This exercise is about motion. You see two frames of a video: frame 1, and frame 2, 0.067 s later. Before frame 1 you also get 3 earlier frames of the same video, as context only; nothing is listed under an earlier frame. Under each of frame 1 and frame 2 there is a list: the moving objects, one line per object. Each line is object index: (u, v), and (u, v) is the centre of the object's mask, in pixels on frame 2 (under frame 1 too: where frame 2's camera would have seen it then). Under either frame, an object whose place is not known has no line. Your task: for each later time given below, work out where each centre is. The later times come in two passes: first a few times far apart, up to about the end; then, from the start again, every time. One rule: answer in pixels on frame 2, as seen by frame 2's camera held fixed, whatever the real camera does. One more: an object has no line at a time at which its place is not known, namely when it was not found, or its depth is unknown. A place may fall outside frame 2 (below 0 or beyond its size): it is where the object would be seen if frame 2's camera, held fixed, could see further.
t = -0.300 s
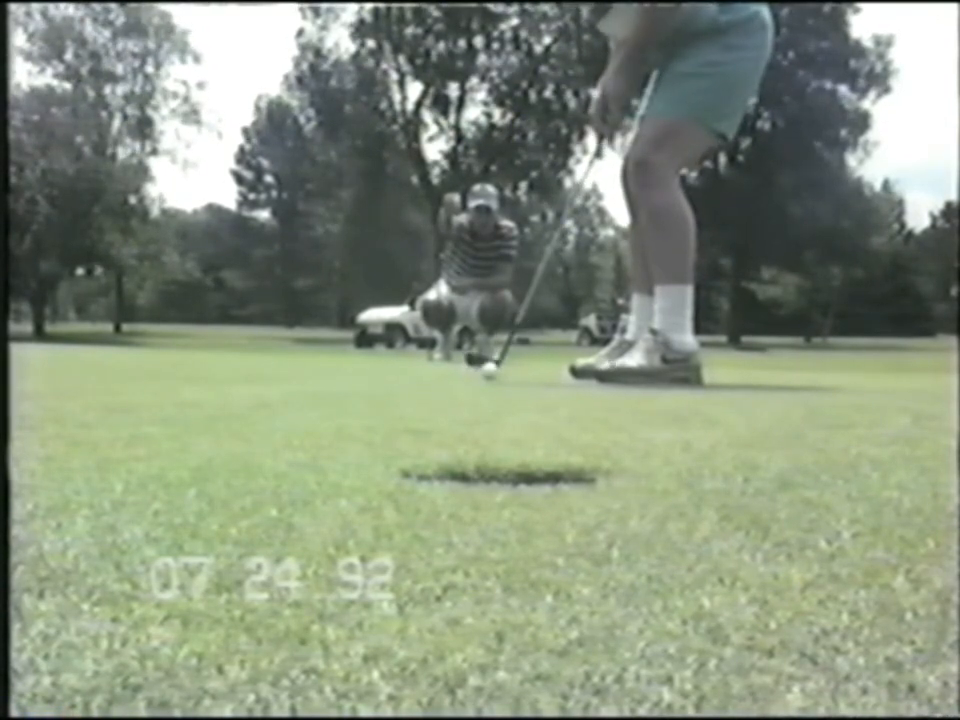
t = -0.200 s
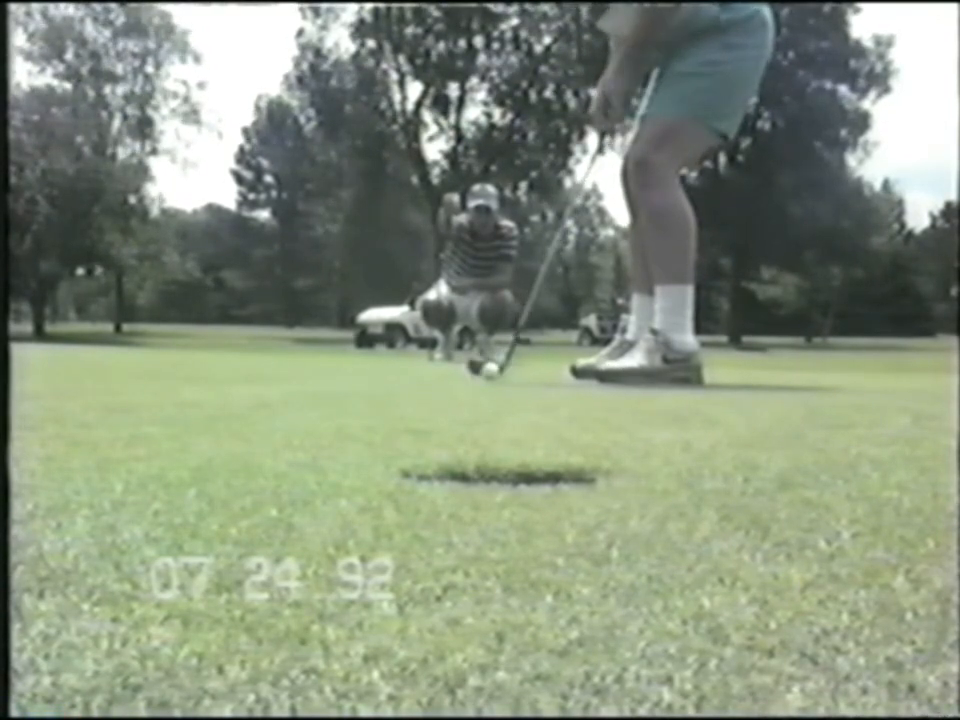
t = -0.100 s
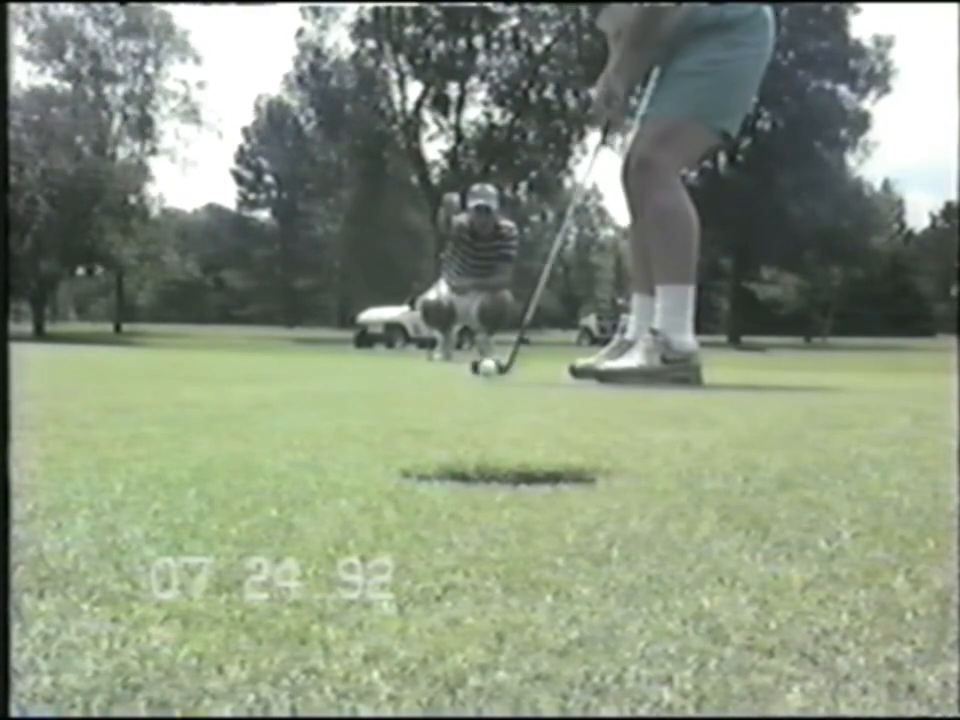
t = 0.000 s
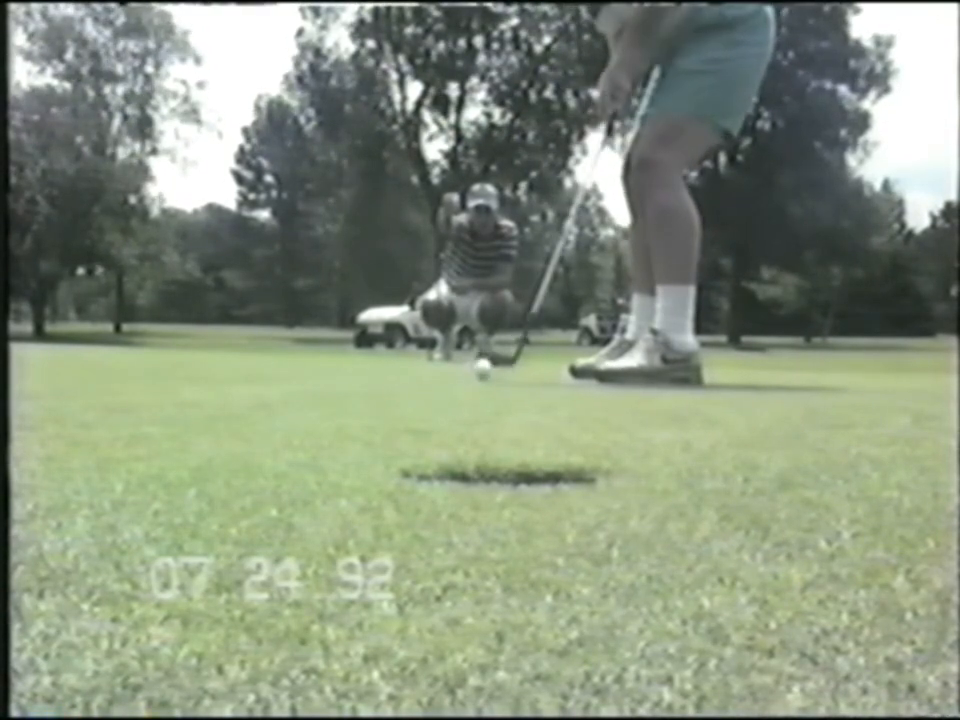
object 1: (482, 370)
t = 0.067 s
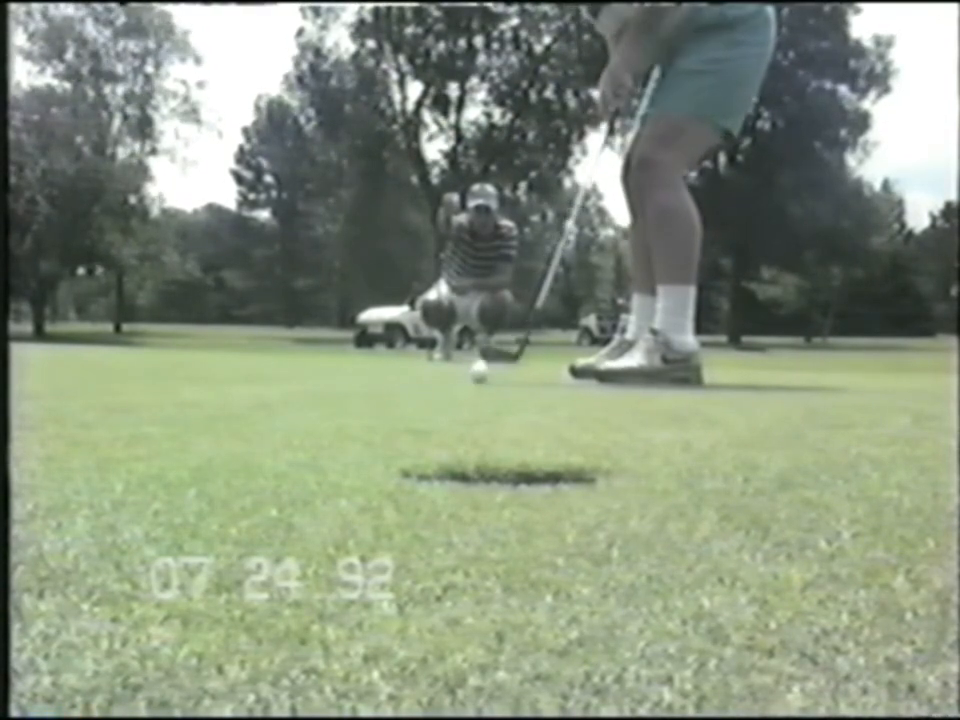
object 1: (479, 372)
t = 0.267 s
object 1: (466, 375)
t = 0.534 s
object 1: (441, 377)
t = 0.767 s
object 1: (402, 381)
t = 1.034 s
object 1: (343, 387)
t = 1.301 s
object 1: (246, 393)
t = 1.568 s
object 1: (96, 412)
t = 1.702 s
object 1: (29, 419)
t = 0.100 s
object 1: (477, 372)
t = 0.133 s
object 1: (475, 372)
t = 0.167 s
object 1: (472, 374)
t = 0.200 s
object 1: (470, 374)
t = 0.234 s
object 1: (468, 374)
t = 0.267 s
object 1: (466, 375)
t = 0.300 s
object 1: (465, 376)
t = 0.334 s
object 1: (461, 376)
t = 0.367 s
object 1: (459, 376)
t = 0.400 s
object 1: (455, 377)
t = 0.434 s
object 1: (452, 376)
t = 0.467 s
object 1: (449, 377)
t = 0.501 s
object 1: (445, 377)
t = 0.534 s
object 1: (441, 377)
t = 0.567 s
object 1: (436, 378)
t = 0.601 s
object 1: (431, 378)
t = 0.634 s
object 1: (427, 379)
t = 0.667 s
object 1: (421, 379)
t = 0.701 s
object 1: (415, 380)
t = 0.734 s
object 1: (409, 380)
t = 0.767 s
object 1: (402, 381)
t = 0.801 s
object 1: (396, 381)
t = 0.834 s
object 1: (389, 381)
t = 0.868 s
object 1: (383, 383)
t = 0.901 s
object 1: (376, 383)
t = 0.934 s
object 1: (368, 385)
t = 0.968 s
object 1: (360, 385)
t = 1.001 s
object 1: (353, 386)
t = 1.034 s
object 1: (343, 387)
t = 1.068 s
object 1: (334, 385)
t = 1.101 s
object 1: (324, 384)
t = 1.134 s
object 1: (314, 388)
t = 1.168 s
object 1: (301, 388)
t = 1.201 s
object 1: (290, 391)
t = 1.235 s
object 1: (275, 392)
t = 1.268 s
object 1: (259, 393)
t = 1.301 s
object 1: (246, 393)
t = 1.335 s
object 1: (232, 397)
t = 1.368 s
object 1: (212, 398)
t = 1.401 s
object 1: (196, 400)
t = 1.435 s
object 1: (178, 402)
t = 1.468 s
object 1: (159, 405)
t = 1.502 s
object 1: (137, 407)
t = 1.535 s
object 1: (117, 410)
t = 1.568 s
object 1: (96, 412)
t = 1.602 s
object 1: (73, 414)
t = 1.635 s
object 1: (53, 417)
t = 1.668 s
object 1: (37, 419)
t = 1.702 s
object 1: (29, 419)
